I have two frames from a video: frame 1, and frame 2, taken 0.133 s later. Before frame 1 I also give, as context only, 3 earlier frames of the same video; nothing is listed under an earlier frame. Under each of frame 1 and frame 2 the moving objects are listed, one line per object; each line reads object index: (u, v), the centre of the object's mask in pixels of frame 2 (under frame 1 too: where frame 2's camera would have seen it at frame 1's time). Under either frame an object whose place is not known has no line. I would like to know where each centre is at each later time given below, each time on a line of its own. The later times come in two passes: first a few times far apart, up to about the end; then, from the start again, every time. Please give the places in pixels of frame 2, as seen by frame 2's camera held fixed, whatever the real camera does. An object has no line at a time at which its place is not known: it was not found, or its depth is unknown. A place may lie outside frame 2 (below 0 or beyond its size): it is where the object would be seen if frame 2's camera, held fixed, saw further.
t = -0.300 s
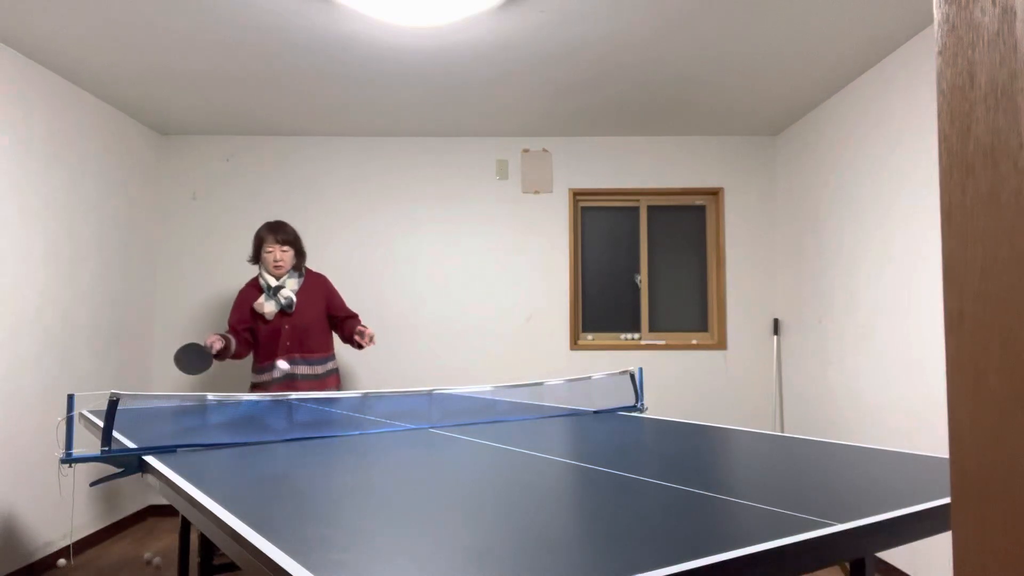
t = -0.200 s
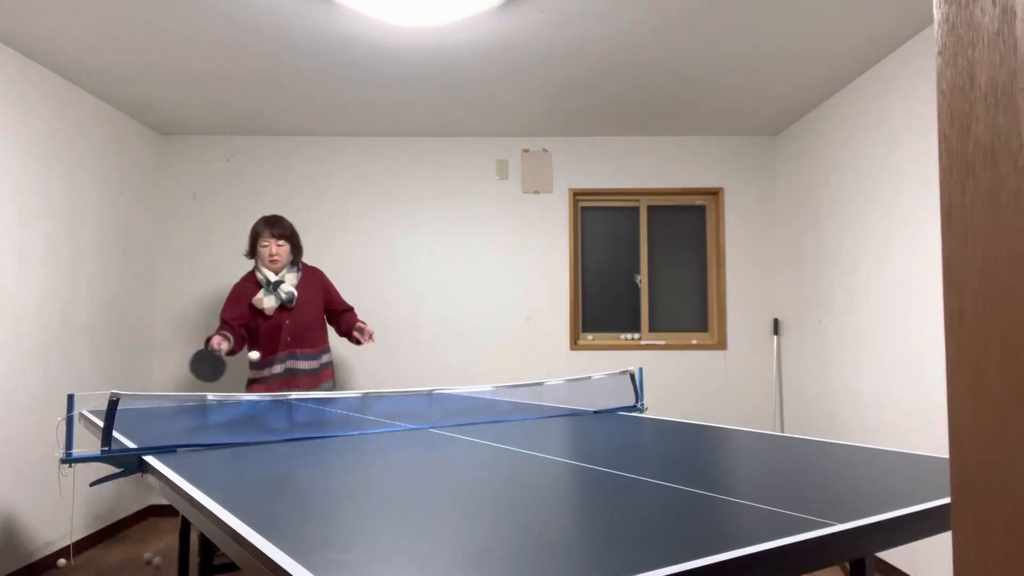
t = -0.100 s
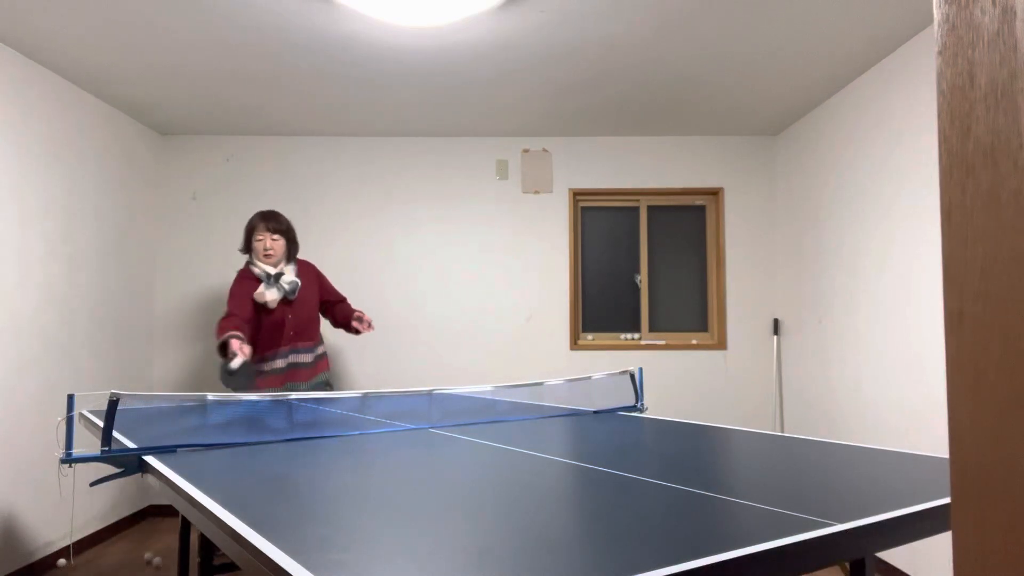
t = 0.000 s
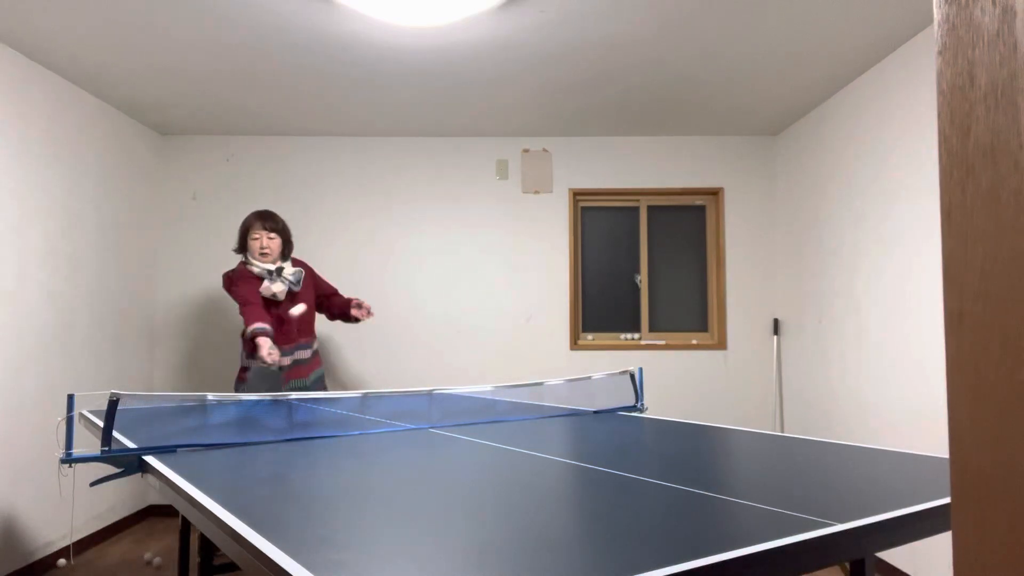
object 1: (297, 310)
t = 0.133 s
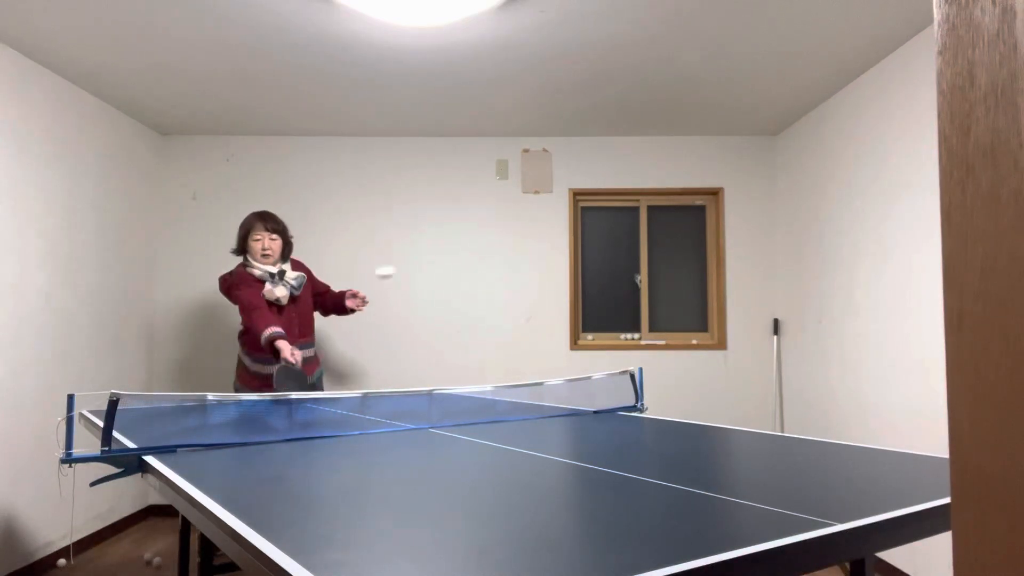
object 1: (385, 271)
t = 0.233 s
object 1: (458, 269)
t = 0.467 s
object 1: (672, 390)
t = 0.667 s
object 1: (854, 332)
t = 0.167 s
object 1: (409, 267)
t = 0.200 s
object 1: (433, 267)
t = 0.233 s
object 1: (458, 269)
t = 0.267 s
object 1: (485, 275)
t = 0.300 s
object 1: (513, 285)
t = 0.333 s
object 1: (541, 297)
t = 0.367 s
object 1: (571, 315)
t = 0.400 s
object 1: (601, 335)
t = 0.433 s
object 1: (636, 360)
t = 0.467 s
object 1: (672, 390)
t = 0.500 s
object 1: (710, 427)
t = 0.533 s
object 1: (742, 417)
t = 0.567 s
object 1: (768, 389)
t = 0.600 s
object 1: (797, 366)
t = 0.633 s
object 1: (824, 347)
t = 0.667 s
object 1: (854, 332)
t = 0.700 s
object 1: (883, 322)
